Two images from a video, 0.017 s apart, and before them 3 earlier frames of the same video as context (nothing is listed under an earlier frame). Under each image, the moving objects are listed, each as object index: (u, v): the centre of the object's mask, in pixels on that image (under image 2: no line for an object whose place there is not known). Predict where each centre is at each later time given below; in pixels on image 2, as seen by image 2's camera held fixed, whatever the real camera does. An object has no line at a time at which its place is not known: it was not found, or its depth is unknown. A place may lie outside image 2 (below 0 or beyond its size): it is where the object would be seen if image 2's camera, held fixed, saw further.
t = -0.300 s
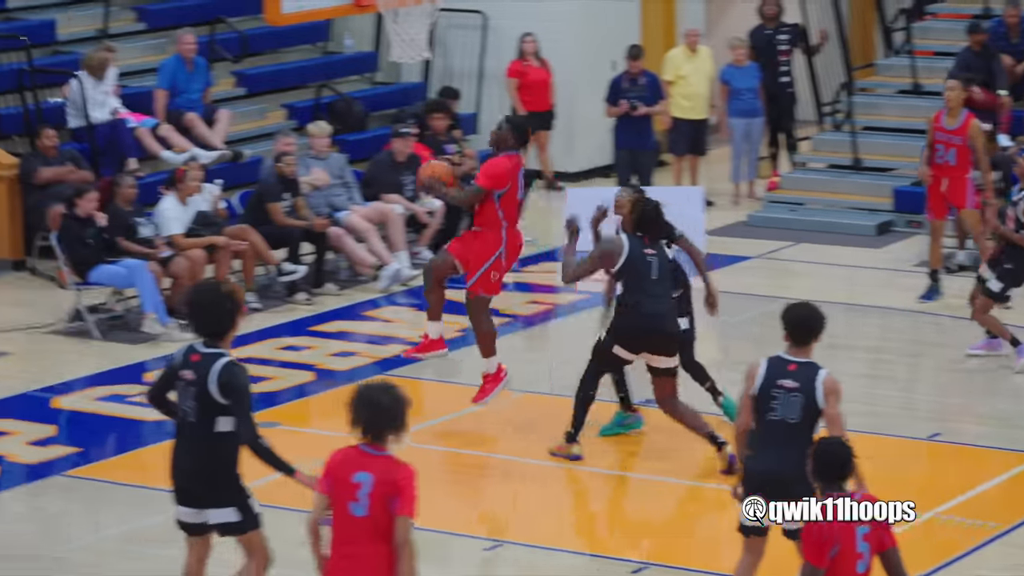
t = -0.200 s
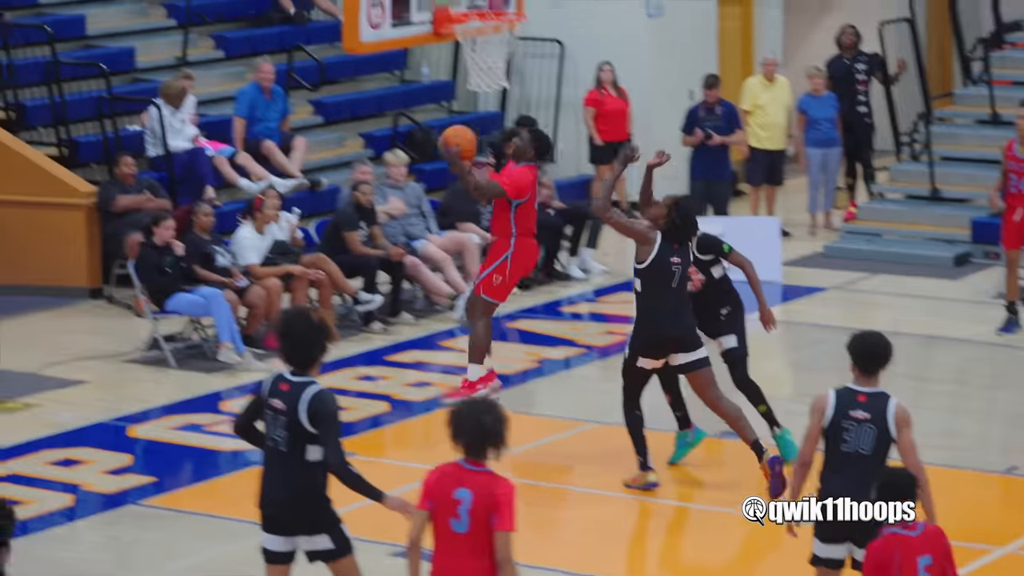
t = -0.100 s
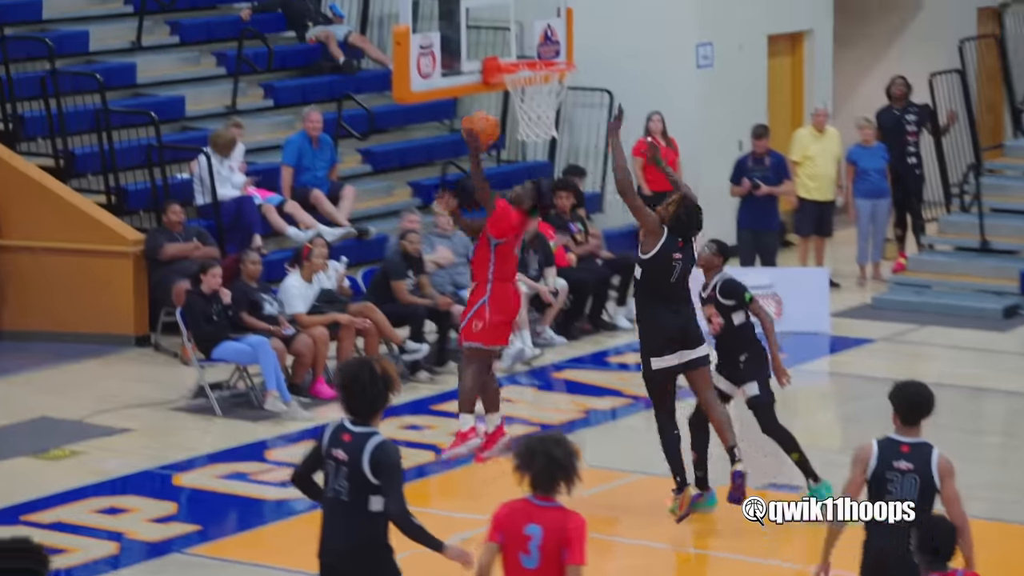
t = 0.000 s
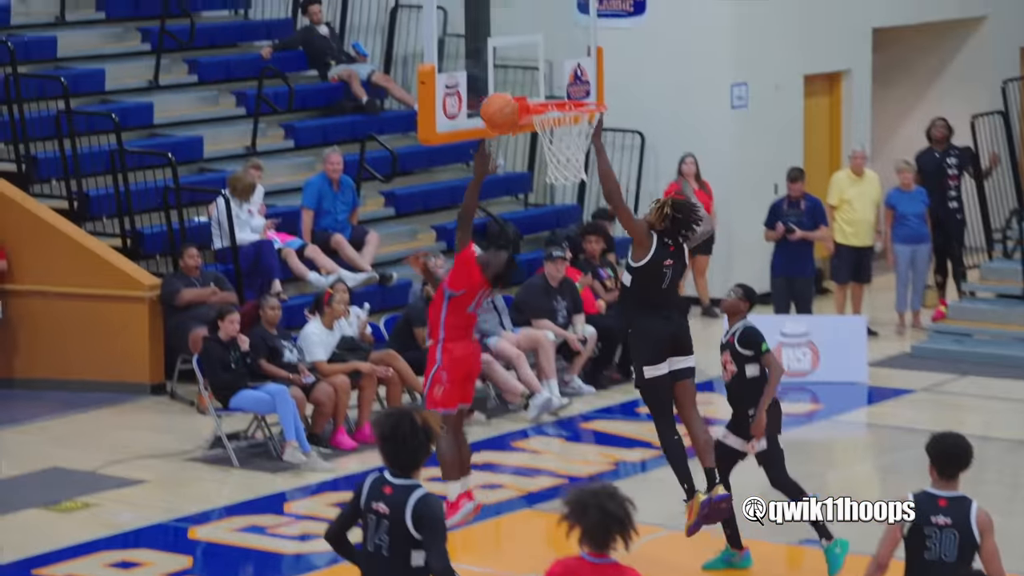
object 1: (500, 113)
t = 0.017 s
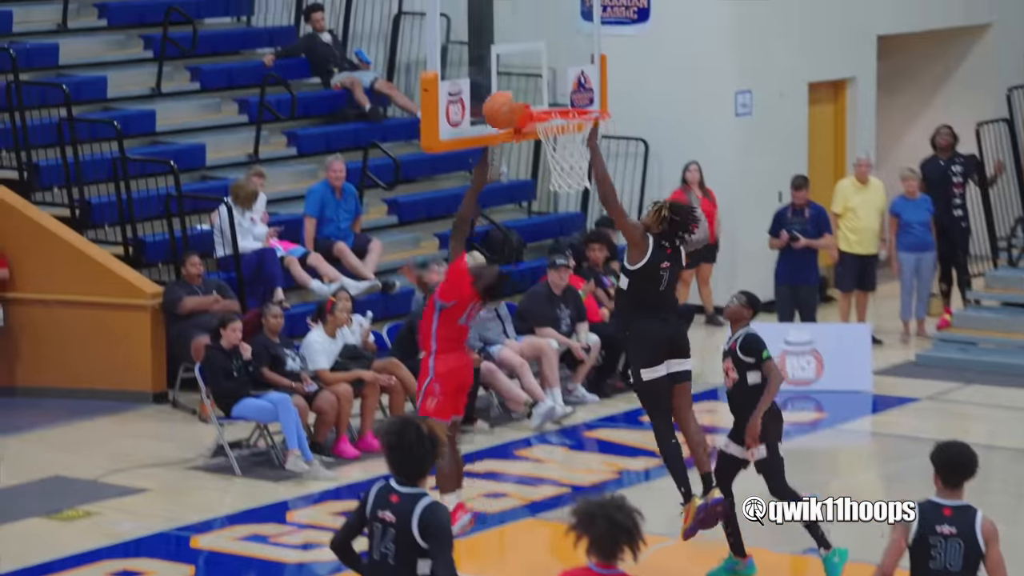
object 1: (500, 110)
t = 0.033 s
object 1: (500, 101)
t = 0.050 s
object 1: (500, 94)
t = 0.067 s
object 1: (499, 86)
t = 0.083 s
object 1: (498, 79)
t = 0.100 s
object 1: (498, 72)
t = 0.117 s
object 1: (497, 66)
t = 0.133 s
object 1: (497, 60)
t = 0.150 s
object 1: (499, 58)
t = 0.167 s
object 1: (502, 56)
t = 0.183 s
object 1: (505, 55)
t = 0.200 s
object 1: (507, 55)
